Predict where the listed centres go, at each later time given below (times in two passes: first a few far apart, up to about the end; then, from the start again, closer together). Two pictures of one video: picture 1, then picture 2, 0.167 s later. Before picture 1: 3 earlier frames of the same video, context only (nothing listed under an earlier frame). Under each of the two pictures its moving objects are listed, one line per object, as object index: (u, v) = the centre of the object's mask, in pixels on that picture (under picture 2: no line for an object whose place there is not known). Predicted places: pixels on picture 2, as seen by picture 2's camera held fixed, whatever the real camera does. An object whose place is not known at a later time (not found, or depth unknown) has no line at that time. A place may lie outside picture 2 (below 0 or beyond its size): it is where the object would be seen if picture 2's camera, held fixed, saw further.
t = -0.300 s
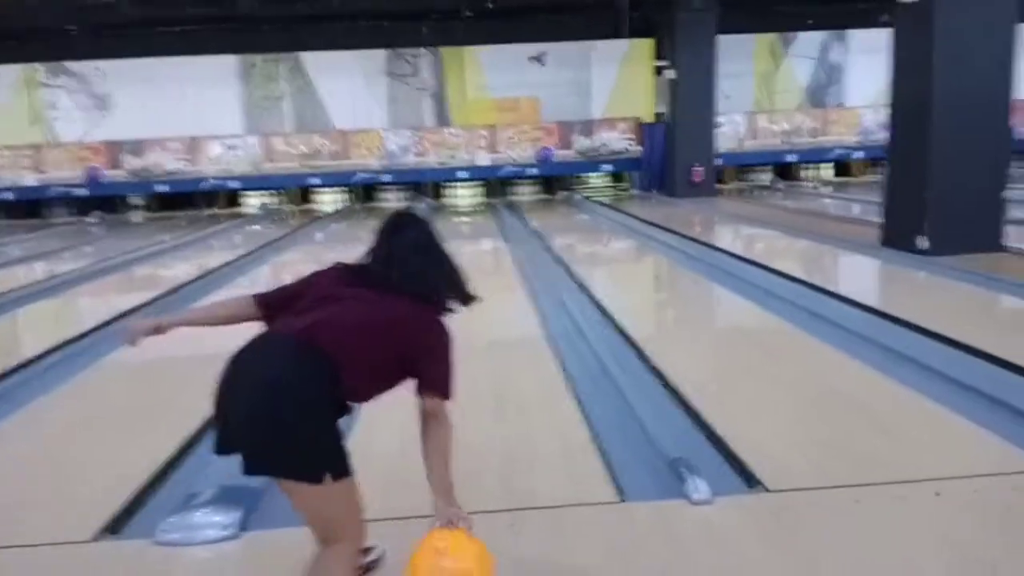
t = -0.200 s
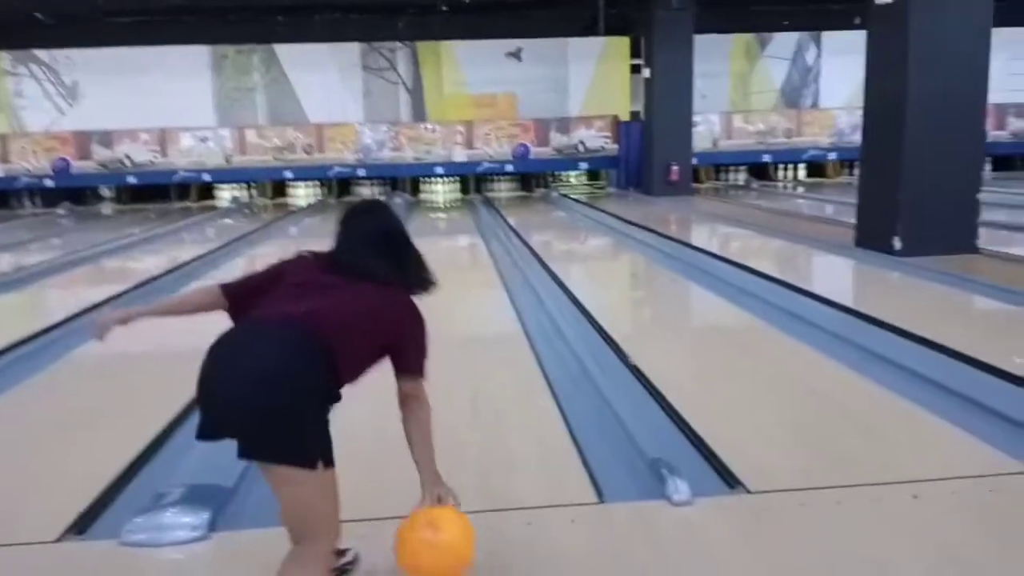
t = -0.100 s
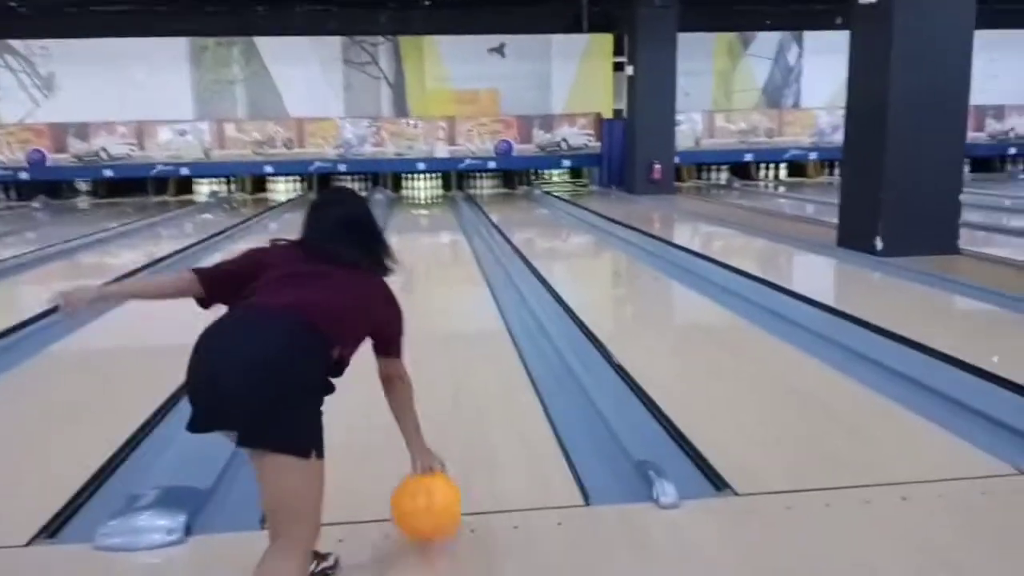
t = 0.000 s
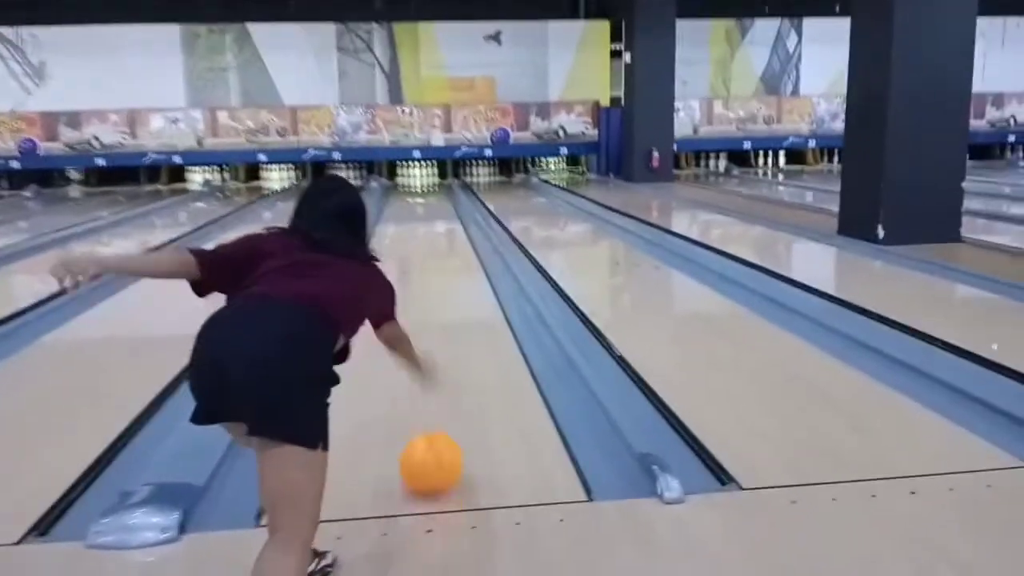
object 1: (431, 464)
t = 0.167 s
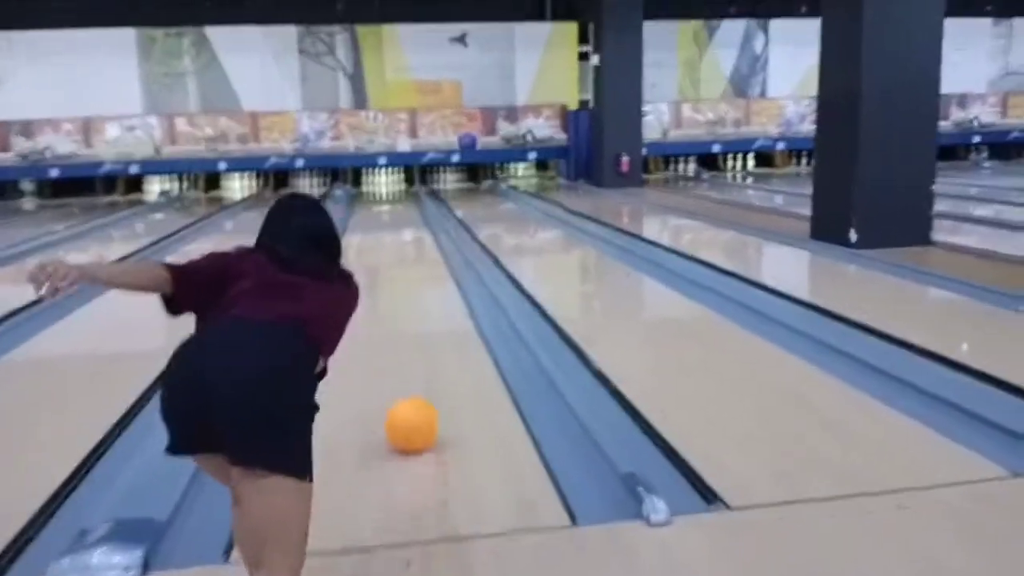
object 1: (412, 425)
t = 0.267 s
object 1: (414, 396)
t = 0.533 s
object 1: (416, 342)
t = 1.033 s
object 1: (411, 289)
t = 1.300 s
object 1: (410, 269)
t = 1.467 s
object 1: (412, 256)
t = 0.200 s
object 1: (411, 415)
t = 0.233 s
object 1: (412, 406)
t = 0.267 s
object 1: (414, 396)
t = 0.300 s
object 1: (414, 388)
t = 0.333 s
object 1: (415, 380)
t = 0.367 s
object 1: (416, 373)
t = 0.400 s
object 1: (416, 366)
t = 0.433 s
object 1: (416, 360)
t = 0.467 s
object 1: (416, 353)
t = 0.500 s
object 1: (415, 347)
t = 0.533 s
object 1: (416, 342)
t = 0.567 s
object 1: (415, 338)
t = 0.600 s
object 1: (414, 333)
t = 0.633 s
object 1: (413, 329)
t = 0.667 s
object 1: (413, 325)
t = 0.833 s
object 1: (414, 305)
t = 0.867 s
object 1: (412, 303)
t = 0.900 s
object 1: (413, 298)
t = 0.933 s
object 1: (413, 296)
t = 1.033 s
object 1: (411, 289)
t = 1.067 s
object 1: (412, 285)
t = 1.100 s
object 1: (412, 282)
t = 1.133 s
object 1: (413, 280)
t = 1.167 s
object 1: (411, 276)
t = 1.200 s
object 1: (411, 273)
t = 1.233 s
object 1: (411, 271)
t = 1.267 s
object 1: (412, 270)
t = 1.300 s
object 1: (410, 269)
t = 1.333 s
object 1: (411, 264)
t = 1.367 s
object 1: (411, 263)
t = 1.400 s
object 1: (411, 260)
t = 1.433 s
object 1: (411, 258)
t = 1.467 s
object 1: (412, 256)
